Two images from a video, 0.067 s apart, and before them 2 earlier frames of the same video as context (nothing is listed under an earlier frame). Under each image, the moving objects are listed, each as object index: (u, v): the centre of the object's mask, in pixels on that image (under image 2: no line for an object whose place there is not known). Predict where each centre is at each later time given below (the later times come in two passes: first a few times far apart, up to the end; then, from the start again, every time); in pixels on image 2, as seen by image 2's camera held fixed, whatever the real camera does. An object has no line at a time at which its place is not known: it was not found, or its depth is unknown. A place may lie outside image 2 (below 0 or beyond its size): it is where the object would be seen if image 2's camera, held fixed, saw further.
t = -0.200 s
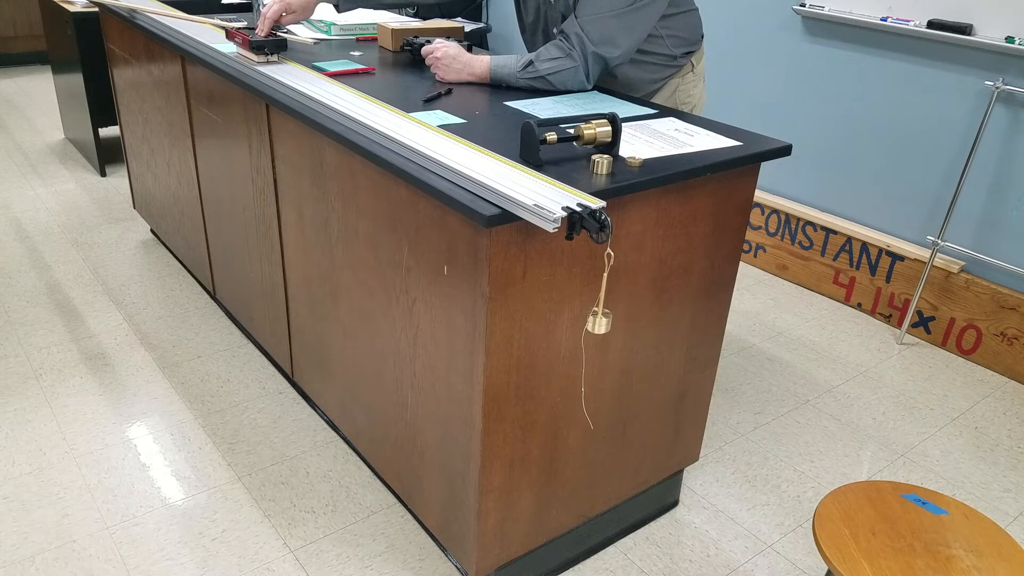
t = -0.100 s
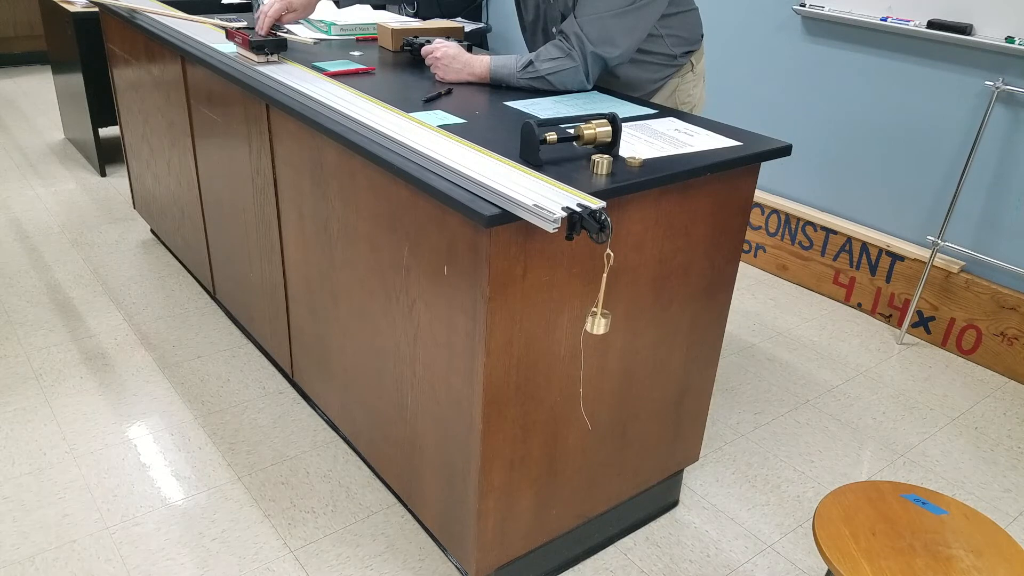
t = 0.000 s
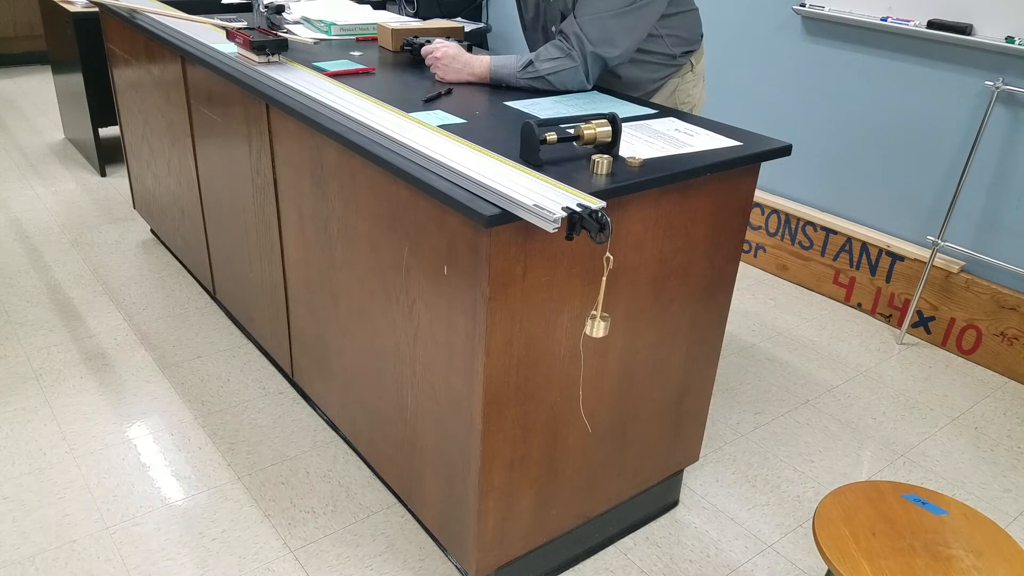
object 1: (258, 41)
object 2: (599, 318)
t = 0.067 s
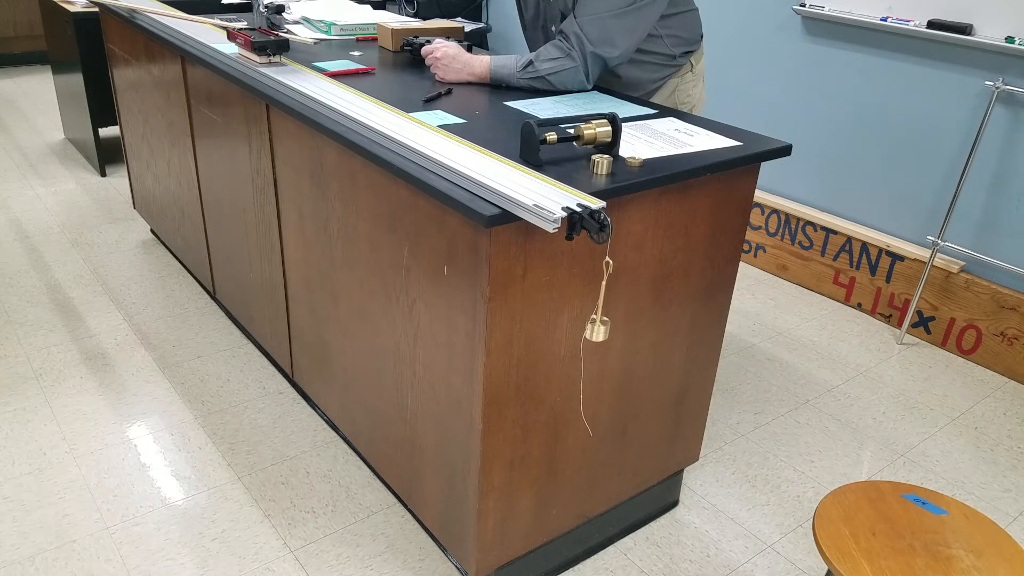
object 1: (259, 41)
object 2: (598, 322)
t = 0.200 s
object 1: (262, 42)
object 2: (598, 334)
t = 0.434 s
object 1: (273, 47)
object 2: (595, 371)
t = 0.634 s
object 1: (287, 54)
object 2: (588, 418)
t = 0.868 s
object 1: (312, 65)
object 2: (578, 484)
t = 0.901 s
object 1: (317, 67)
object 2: (577, 495)
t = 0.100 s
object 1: (259, 41)
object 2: (598, 324)
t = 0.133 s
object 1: (260, 41)
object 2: (598, 327)
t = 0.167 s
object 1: (261, 42)
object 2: (598, 331)
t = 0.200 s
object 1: (262, 42)
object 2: (598, 334)
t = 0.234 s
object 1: (263, 43)
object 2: (598, 338)
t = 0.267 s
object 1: (264, 44)
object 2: (598, 343)
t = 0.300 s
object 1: (266, 44)
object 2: (598, 348)
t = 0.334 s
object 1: (267, 45)
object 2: (597, 354)
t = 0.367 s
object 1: (269, 46)
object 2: (596, 359)
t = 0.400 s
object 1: (271, 46)
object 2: (596, 365)
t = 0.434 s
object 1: (273, 47)
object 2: (595, 371)
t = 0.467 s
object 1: (275, 48)
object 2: (594, 378)
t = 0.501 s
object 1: (277, 49)
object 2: (593, 386)
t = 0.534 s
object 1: (279, 50)
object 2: (592, 393)
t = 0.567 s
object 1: (282, 51)
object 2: (591, 401)
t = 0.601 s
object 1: (285, 53)
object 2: (589, 409)
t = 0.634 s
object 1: (287, 54)
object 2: (588, 418)
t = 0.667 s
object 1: (290, 55)
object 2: (587, 427)
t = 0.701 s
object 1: (294, 57)
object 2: (585, 436)
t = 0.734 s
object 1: (297, 58)
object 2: (584, 444)
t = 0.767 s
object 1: (300, 60)
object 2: (583, 455)
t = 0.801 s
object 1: (304, 61)
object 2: (581, 463)
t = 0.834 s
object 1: (308, 63)
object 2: (580, 474)
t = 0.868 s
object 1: (312, 65)
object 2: (578, 484)
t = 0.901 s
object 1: (317, 67)
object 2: (577, 495)
